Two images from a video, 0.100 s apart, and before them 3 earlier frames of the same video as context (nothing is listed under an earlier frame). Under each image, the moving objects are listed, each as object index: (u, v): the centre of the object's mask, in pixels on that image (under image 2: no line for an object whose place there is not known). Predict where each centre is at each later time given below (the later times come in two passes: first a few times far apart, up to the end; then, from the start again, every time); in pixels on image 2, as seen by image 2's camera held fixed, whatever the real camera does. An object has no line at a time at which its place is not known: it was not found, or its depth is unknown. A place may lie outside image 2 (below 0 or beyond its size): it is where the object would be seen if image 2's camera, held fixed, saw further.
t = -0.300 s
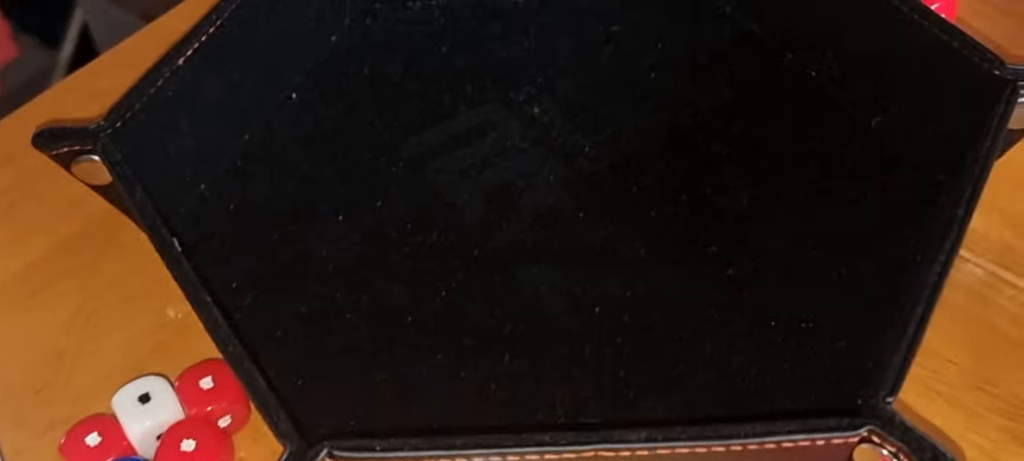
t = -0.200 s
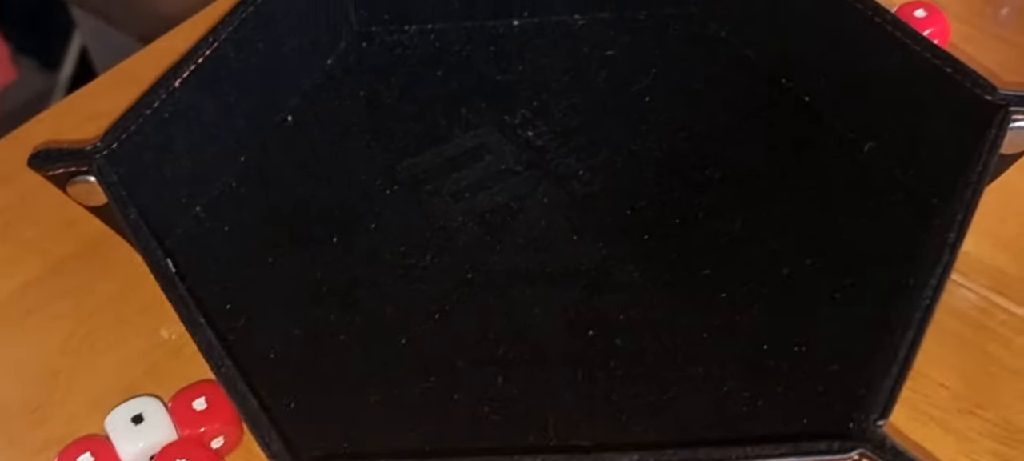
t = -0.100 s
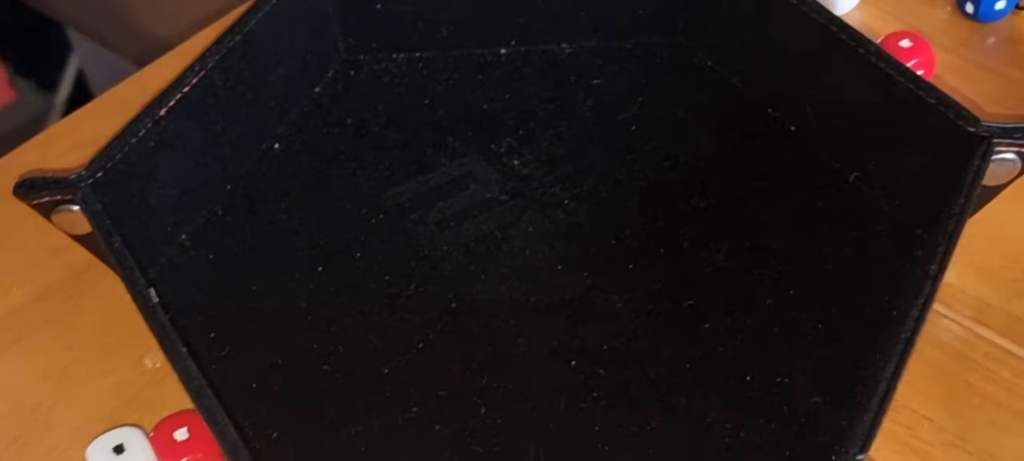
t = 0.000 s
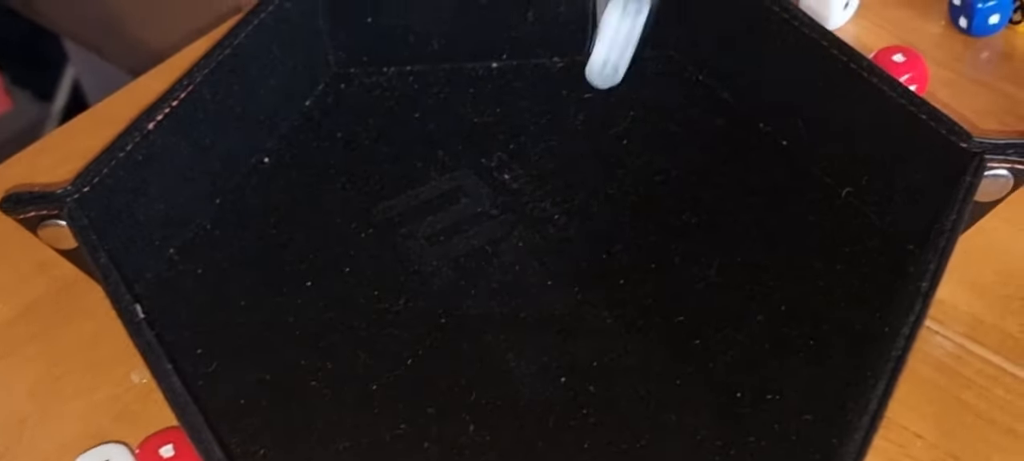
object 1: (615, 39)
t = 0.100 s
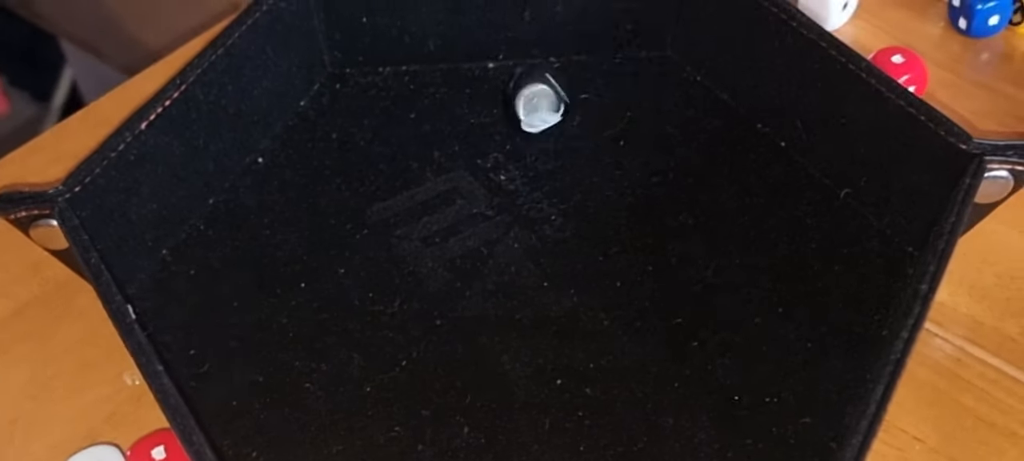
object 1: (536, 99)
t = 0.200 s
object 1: (537, 112)
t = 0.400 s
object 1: (588, 87)
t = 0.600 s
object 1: (588, 87)
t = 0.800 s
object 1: (588, 87)
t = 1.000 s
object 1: (588, 87)
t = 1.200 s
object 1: (589, 87)
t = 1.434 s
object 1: (589, 87)
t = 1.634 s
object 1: (588, 87)
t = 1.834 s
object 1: (588, 87)
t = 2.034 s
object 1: (588, 87)
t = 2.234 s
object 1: (588, 87)
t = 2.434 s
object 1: (588, 87)
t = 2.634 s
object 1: (588, 87)
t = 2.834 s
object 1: (588, 87)
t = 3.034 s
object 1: (588, 87)
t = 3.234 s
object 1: (588, 87)
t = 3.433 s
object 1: (588, 87)
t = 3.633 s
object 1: (588, 87)
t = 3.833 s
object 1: (588, 87)
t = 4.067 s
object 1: (588, 87)
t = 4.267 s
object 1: (588, 87)
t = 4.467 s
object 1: (588, 87)
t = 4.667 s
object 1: (588, 87)
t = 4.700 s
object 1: (588, 87)
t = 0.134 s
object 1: (529, 103)
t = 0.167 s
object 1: (526, 128)
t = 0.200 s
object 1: (537, 112)
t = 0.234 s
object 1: (546, 107)
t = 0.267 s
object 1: (562, 99)
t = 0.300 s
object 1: (575, 90)
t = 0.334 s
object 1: (587, 87)
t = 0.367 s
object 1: (588, 87)
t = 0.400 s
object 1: (588, 87)
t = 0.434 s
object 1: (588, 87)
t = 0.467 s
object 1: (588, 87)
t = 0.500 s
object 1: (588, 87)
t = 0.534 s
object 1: (588, 87)
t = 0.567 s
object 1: (588, 87)
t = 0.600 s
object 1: (588, 87)
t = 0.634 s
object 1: (588, 87)
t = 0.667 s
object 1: (588, 87)
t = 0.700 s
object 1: (588, 87)
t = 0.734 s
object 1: (588, 87)
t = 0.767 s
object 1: (588, 87)
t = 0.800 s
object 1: (588, 87)
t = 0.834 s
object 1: (588, 87)
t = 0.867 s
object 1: (589, 87)
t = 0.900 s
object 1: (588, 87)
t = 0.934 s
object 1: (588, 87)
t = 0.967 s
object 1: (588, 87)
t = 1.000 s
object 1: (588, 87)
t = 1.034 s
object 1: (588, 87)
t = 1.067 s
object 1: (588, 87)
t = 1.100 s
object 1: (588, 87)
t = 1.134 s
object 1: (588, 87)
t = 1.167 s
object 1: (589, 87)
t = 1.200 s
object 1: (589, 87)
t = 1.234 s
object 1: (589, 87)
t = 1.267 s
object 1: (589, 87)
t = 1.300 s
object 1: (589, 87)
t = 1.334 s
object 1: (588, 87)
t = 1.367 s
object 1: (588, 87)
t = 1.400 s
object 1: (589, 87)
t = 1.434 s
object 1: (589, 87)
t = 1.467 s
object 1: (589, 87)
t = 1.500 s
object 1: (589, 87)
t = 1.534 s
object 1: (589, 87)
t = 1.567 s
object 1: (589, 87)
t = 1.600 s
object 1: (588, 87)
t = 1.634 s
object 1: (588, 87)
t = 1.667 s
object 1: (588, 87)
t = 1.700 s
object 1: (588, 87)
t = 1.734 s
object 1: (588, 87)
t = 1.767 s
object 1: (588, 87)
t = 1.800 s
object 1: (588, 87)
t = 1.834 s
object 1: (588, 87)
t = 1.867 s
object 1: (588, 87)
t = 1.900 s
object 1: (588, 87)
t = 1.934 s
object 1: (588, 87)
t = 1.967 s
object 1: (588, 87)
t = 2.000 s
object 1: (588, 87)
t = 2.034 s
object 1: (588, 87)
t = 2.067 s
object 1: (588, 87)
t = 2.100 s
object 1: (588, 87)
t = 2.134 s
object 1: (588, 87)
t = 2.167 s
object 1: (588, 87)
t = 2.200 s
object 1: (588, 87)
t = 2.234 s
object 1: (588, 87)
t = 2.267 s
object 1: (588, 87)
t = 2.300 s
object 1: (588, 87)
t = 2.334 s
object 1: (588, 87)
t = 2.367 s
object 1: (588, 87)
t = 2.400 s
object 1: (588, 87)
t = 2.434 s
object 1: (588, 87)
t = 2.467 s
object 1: (588, 87)
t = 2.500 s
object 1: (588, 87)
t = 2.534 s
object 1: (588, 87)
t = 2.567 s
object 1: (588, 87)
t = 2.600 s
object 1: (588, 87)
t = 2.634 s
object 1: (588, 87)
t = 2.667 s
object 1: (588, 87)
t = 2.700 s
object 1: (588, 87)
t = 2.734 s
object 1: (588, 87)
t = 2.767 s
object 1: (588, 87)
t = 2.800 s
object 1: (588, 87)
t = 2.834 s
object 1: (588, 87)
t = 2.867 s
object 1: (588, 87)
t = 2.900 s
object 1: (588, 87)
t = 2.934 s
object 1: (588, 87)
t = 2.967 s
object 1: (588, 87)
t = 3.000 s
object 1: (588, 87)
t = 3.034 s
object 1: (588, 87)
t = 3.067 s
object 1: (588, 87)
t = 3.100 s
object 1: (588, 87)
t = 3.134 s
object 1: (588, 87)
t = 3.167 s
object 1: (588, 87)
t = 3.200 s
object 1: (588, 87)
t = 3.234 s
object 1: (588, 87)
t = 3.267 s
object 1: (588, 87)
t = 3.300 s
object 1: (588, 87)
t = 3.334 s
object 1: (588, 87)
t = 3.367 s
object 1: (588, 87)
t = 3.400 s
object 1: (588, 87)
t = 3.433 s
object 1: (588, 87)
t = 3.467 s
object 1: (588, 87)
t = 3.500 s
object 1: (588, 87)
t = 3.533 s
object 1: (588, 87)
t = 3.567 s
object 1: (588, 87)
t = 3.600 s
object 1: (588, 87)
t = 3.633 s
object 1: (588, 87)
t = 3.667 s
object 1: (588, 87)
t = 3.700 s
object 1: (588, 87)
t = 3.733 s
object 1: (588, 87)
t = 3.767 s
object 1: (588, 87)
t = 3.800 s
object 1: (588, 87)
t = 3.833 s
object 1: (588, 87)
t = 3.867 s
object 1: (588, 87)
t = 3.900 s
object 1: (588, 87)
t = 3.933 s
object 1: (588, 87)
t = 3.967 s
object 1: (588, 87)
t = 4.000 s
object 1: (588, 87)
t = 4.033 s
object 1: (588, 87)
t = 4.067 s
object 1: (588, 87)
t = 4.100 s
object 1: (588, 87)
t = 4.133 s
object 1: (588, 87)
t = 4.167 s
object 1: (588, 87)
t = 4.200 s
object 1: (588, 87)
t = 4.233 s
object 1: (588, 87)
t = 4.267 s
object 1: (588, 87)
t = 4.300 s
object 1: (588, 87)
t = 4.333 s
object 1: (588, 87)
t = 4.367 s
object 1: (588, 87)
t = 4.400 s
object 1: (588, 87)
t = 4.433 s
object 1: (588, 87)
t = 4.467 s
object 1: (588, 87)
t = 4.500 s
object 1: (588, 87)
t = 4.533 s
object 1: (588, 87)
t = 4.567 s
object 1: (588, 87)
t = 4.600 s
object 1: (588, 87)
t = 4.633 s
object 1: (588, 87)
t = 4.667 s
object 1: (588, 87)
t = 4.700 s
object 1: (588, 87)
